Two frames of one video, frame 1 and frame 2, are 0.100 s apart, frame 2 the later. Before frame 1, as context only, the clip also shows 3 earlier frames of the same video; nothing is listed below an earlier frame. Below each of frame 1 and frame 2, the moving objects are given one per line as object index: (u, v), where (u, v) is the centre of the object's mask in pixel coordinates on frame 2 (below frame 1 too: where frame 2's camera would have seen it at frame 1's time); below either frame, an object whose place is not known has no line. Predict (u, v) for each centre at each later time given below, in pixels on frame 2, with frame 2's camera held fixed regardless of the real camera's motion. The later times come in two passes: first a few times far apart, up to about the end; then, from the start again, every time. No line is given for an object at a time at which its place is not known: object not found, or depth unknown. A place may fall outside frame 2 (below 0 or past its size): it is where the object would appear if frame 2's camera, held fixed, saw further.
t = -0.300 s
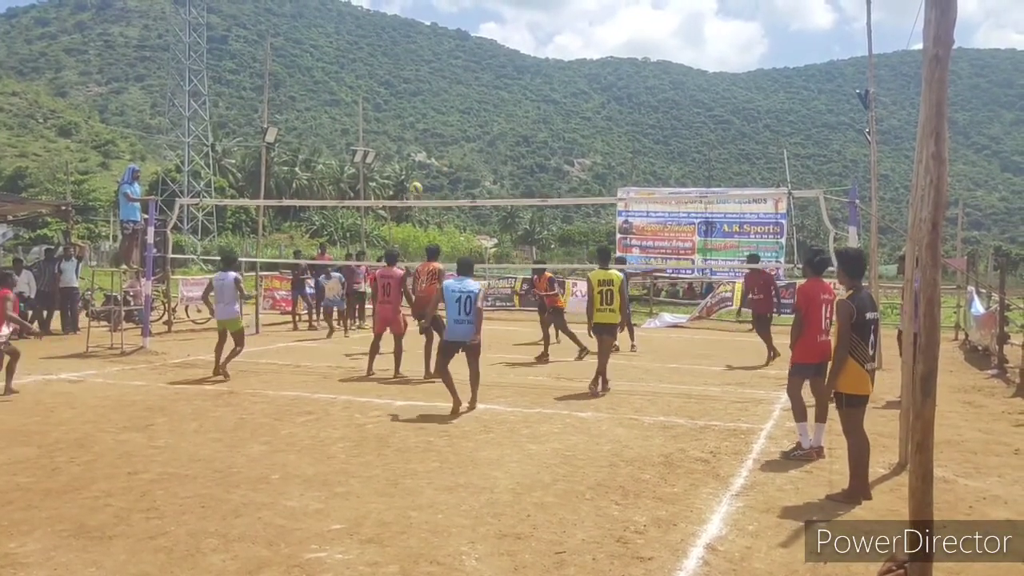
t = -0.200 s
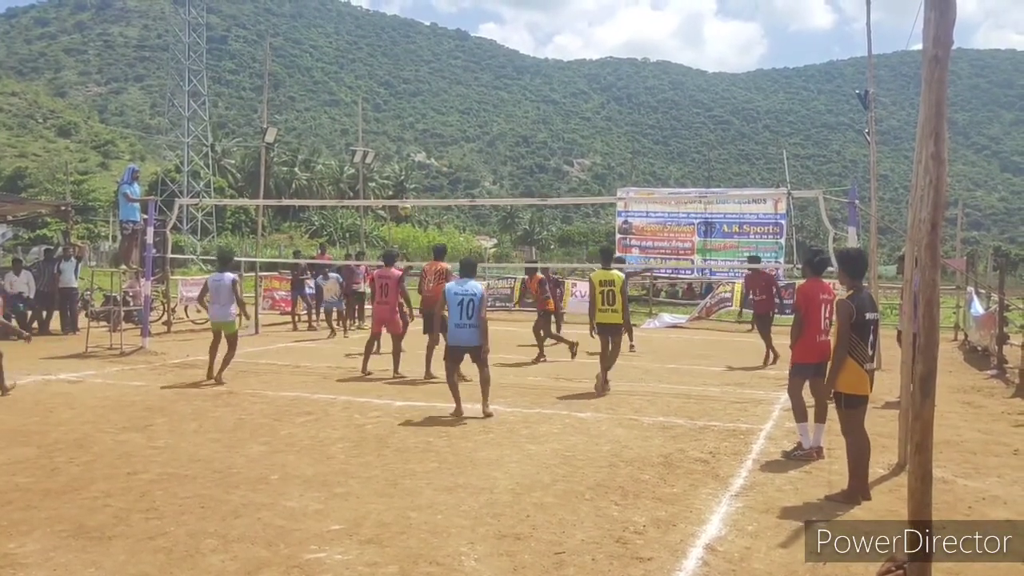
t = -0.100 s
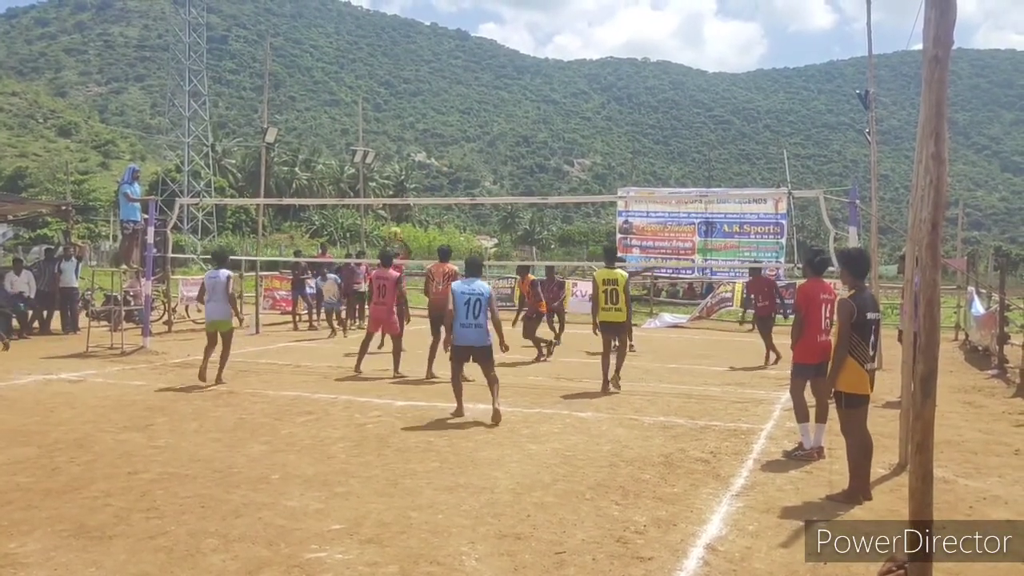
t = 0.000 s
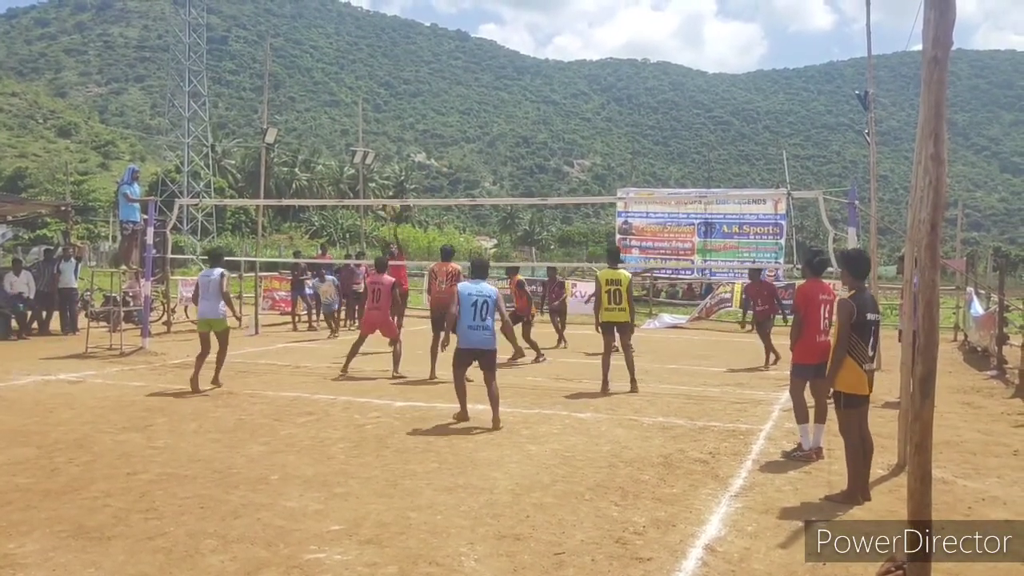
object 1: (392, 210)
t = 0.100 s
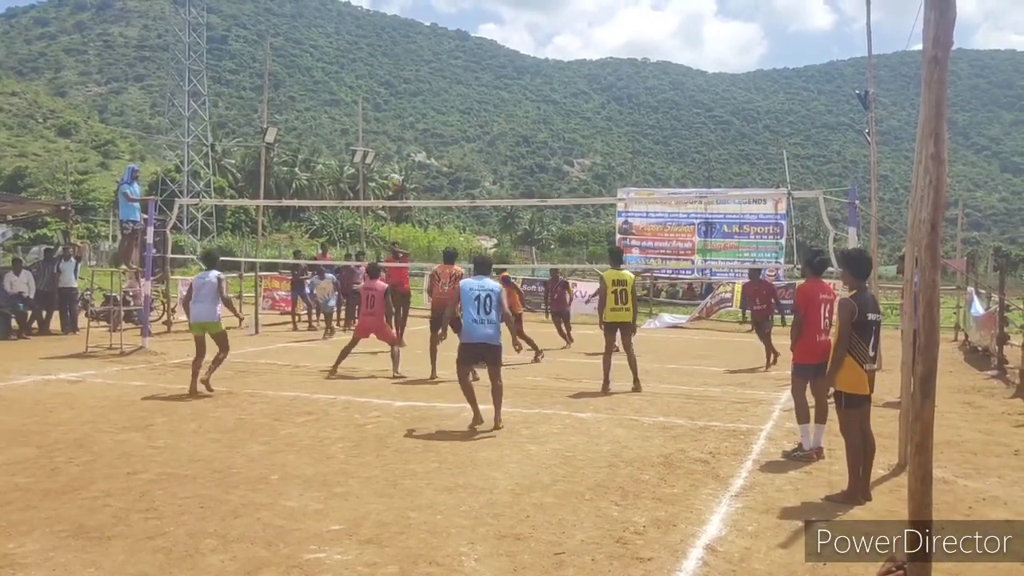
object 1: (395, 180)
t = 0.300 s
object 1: (399, 140)
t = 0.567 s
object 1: (406, 120)
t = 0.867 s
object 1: (411, 179)
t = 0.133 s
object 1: (396, 172)
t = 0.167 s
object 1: (396, 165)
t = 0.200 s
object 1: (397, 158)
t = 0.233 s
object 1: (398, 151)
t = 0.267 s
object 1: (398, 145)
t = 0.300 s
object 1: (399, 140)
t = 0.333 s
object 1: (401, 135)
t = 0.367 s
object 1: (402, 131)
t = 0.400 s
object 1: (402, 128)
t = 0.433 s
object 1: (403, 123)
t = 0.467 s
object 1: (404, 121)
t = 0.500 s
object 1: (405, 121)
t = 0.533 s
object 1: (405, 120)
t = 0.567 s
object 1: (406, 120)
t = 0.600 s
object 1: (407, 121)
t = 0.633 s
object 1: (408, 123)
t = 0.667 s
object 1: (408, 127)
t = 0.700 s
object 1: (408, 132)
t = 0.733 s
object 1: (409, 138)
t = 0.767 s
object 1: (409, 146)
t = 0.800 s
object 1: (409, 155)
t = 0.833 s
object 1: (411, 165)
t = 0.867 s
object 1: (411, 179)
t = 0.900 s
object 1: (412, 193)
